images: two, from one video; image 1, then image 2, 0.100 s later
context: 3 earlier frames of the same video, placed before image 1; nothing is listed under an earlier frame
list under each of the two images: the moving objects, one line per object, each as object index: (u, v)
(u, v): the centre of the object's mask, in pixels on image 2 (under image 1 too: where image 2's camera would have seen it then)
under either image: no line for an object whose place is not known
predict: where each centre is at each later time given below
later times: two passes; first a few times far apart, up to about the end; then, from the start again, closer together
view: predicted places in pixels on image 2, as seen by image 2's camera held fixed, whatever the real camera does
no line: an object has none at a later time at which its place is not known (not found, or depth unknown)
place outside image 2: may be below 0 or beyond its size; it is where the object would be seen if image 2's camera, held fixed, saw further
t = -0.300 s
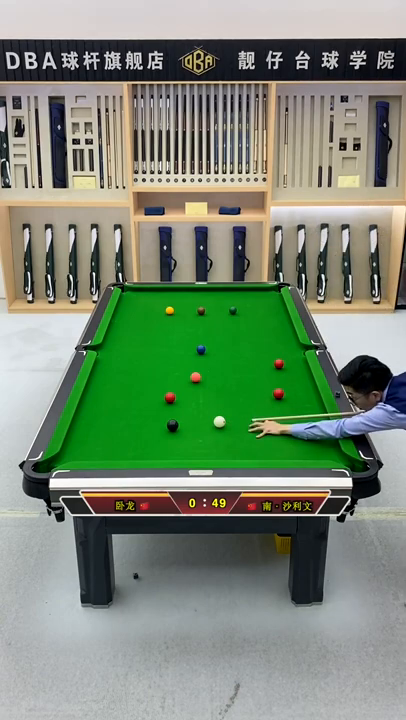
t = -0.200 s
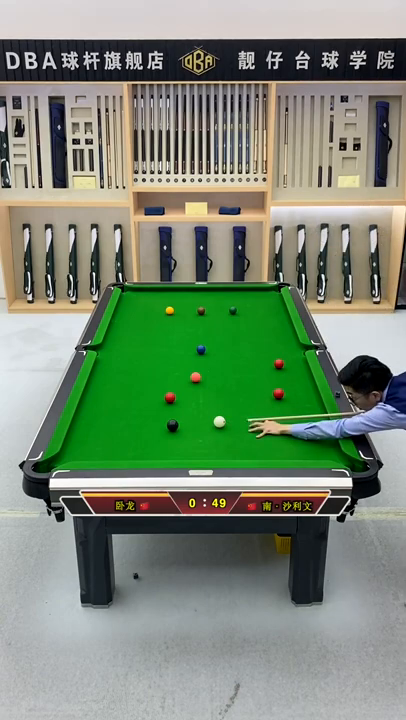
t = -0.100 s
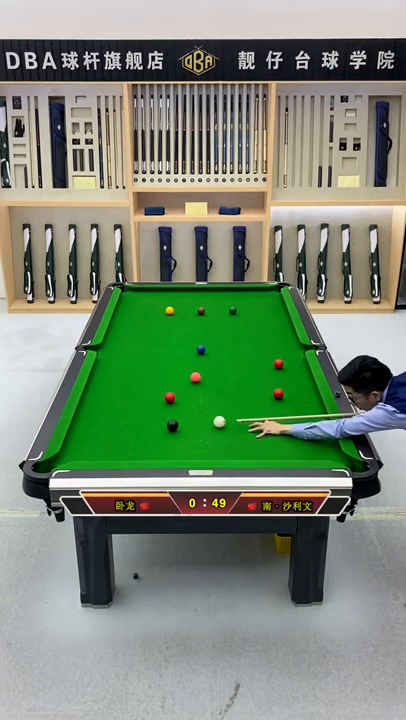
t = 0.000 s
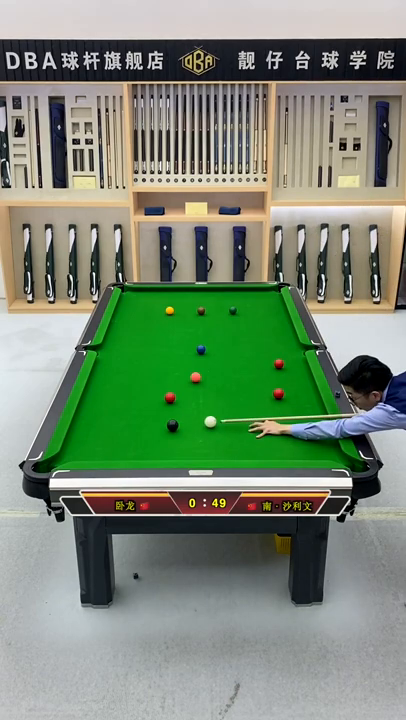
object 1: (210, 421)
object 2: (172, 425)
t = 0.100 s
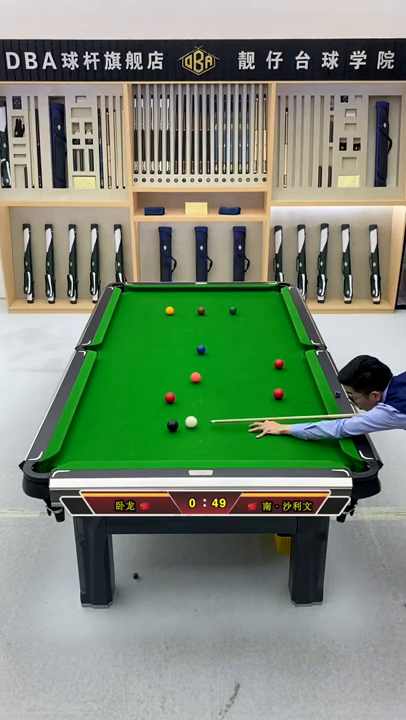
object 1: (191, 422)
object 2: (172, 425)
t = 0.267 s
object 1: (174, 418)
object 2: (161, 429)
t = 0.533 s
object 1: (154, 411)
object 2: (139, 436)
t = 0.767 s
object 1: (138, 406)
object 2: (120, 442)
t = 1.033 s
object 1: (121, 401)
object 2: (99, 448)
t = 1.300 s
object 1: (106, 396)
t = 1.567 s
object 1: (93, 392)
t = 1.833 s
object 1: (95, 389)
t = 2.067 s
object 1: (103, 387)
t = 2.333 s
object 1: (110, 384)
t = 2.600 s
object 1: (117, 383)
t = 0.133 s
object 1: (185, 422)
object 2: (172, 425)
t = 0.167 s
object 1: (181, 421)
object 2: (170, 426)
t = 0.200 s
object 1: (179, 420)
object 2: (166, 427)
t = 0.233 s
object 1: (176, 419)
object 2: (163, 428)
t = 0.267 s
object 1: (174, 418)
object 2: (161, 429)
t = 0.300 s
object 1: (171, 417)
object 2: (158, 430)
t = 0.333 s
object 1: (168, 416)
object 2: (155, 430)
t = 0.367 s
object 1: (166, 415)
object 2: (152, 431)
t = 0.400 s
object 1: (163, 415)
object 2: (150, 432)
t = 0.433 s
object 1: (161, 414)
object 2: (147, 433)
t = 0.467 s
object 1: (159, 413)
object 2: (144, 434)
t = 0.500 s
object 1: (156, 412)
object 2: (141, 435)
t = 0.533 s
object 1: (154, 411)
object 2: (139, 436)
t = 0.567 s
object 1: (151, 410)
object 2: (136, 437)
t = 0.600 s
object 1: (149, 410)
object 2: (133, 437)
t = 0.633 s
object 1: (147, 409)
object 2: (130, 438)
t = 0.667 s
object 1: (144, 408)
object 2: (128, 439)
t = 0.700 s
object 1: (142, 407)
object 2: (125, 440)
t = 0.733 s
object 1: (140, 407)
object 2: (122, 441)
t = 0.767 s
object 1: (138, 406)
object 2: (120, 442)
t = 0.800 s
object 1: (136, 405)
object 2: (117, 442)
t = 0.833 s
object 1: (134, 405)
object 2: (115, 443)
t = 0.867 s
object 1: (131, 404)
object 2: (112, 444)
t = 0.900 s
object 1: (129, 403)
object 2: (109, 445)
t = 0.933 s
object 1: (127, 403)
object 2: (107, 446)
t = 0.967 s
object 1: (125, 402)
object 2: (104, 447)
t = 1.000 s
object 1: (123, 401)
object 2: (102, 447)
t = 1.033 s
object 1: (121, 401)
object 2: (99, 448)
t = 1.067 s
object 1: (119, 400)
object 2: (97, 449)
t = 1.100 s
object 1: (117, 399)
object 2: (94, 450)
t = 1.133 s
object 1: (115, 399)
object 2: (92, 450)
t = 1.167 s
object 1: (113, 398)
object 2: (89, 452)
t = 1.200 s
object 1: (112, 397)
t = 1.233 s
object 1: (110, 397)
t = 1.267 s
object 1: (108, 396)
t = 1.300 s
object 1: (106, 396)
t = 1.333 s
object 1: (104, 395)
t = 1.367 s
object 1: (103, 395)
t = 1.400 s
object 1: (101, 394)
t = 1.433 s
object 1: (99, 394)
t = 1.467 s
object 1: (97, 393)
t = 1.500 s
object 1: (96, 393)
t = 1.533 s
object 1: (94, 392)
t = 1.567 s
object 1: (93, 392)
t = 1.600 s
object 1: (91, 391)
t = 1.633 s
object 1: (89, 391)
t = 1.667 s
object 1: (89, 390)
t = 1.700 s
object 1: (90, 390)
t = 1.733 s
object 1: (91, 389)
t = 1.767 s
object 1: (93, 389)
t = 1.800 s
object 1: (94, 389)
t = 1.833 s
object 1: (95, 389)
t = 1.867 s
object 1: (96, 388)
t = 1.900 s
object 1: (98, 388)
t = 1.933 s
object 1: (99, 387)
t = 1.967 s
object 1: (100, 387)
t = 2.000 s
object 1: (101, 387)
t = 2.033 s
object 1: (102, 387)
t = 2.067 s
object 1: (103, 387)
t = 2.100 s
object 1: (104, 386)
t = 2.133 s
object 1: (105, 386)
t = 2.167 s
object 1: (106, 386)
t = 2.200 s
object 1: (107, 385)
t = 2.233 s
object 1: (108, 385)
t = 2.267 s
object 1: (109, 385)
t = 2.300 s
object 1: (110, 385)
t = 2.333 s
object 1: (110, 384)
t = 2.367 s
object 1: (111, 384)
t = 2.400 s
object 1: (112, 384)
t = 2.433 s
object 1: (113, 384)
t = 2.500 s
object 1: (115, 384)
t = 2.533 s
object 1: (115, 383)
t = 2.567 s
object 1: (116, 383)
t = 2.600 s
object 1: (117, 383)
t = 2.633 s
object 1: (118, 383)
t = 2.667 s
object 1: (118, 383)
